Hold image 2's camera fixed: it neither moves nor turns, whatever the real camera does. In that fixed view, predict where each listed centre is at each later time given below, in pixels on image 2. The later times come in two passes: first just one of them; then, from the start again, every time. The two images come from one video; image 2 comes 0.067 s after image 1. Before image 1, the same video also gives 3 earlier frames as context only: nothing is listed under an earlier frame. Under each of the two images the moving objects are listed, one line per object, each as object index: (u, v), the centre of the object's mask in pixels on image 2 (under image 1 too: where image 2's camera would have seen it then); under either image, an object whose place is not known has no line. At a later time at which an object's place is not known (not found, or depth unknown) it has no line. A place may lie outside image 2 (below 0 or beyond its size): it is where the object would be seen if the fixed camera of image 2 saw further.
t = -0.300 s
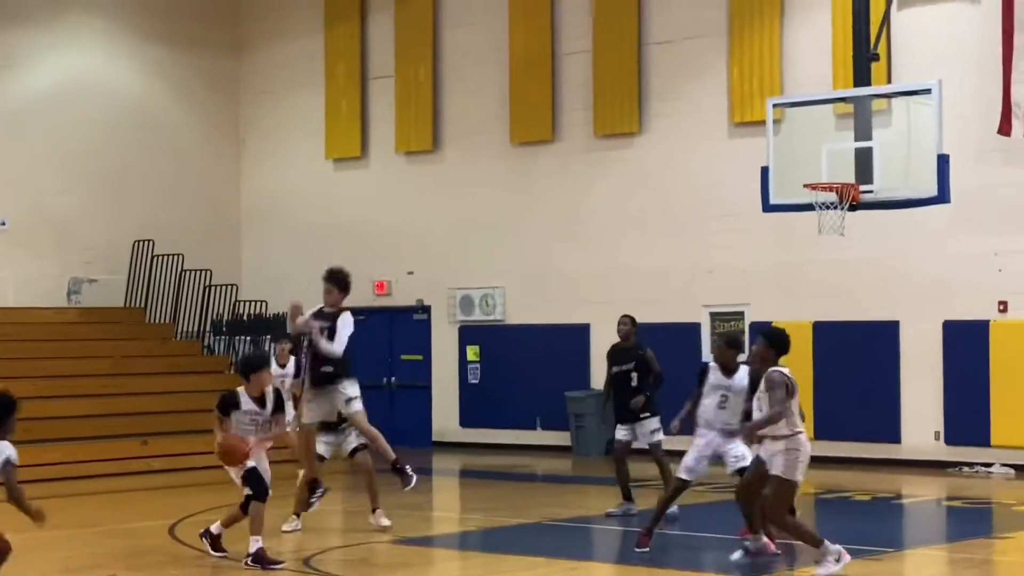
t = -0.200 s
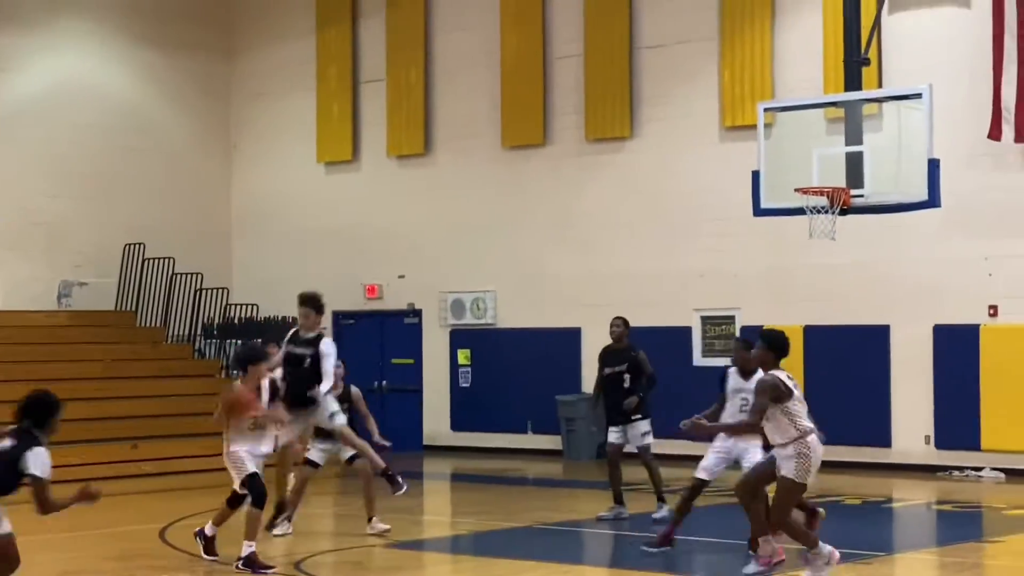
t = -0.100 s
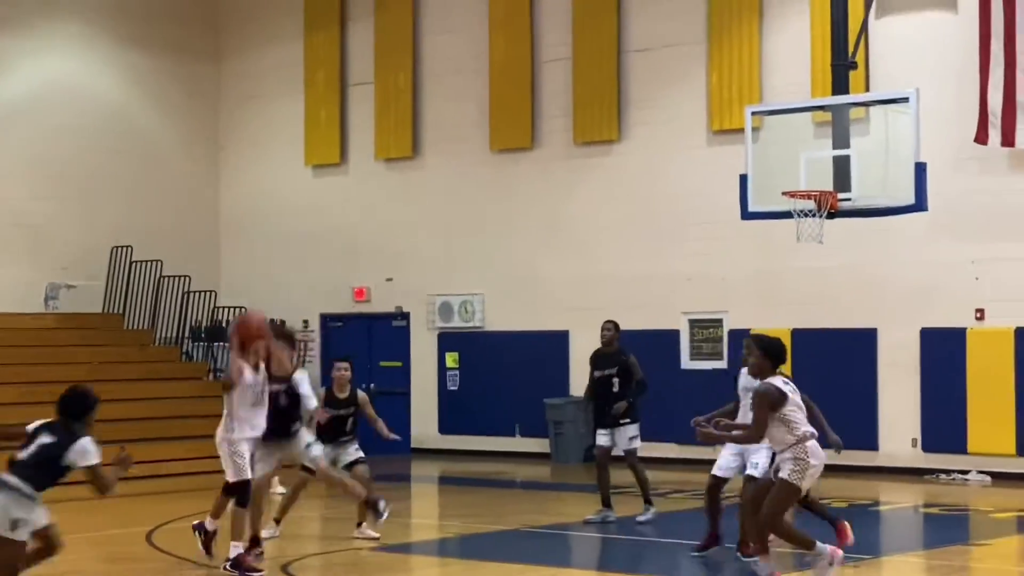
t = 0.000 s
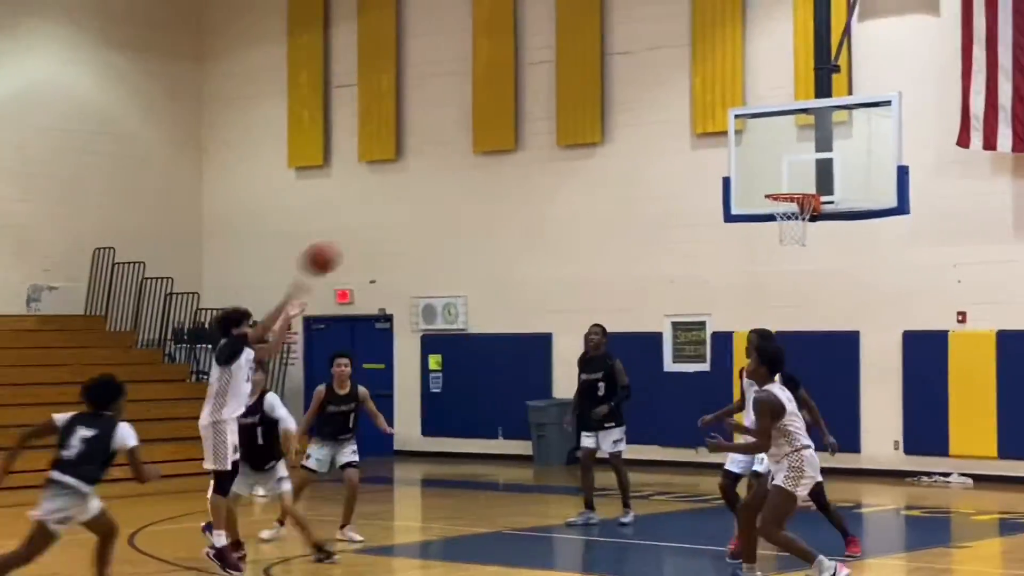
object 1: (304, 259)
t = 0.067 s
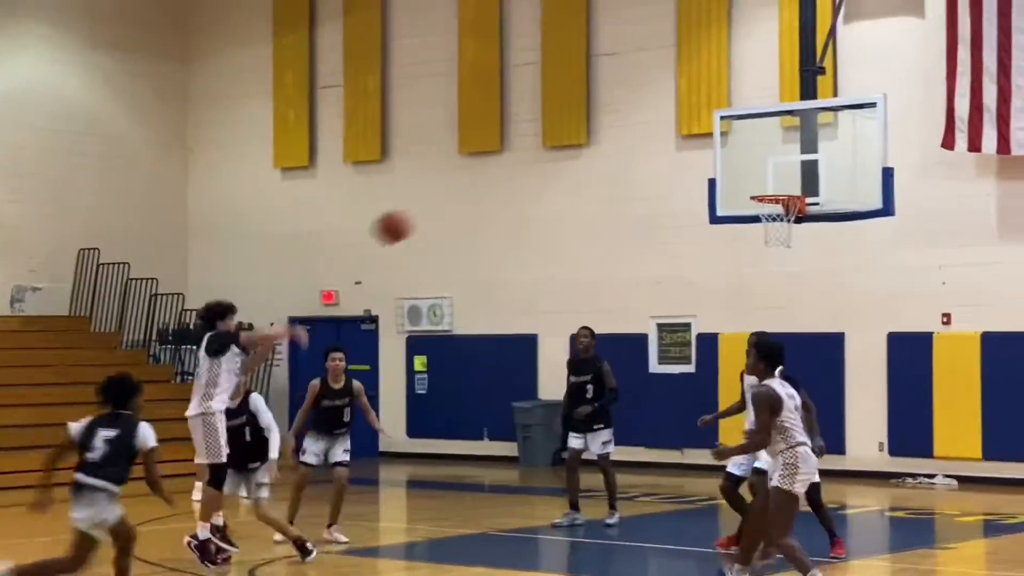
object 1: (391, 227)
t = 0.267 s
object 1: (650, 163)
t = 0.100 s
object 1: (435, 213)
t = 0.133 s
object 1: (478, 200)
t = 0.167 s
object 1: (521, 189)
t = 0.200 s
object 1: (563, 180)
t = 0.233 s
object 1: (606, 170)
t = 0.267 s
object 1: (650, 163)
